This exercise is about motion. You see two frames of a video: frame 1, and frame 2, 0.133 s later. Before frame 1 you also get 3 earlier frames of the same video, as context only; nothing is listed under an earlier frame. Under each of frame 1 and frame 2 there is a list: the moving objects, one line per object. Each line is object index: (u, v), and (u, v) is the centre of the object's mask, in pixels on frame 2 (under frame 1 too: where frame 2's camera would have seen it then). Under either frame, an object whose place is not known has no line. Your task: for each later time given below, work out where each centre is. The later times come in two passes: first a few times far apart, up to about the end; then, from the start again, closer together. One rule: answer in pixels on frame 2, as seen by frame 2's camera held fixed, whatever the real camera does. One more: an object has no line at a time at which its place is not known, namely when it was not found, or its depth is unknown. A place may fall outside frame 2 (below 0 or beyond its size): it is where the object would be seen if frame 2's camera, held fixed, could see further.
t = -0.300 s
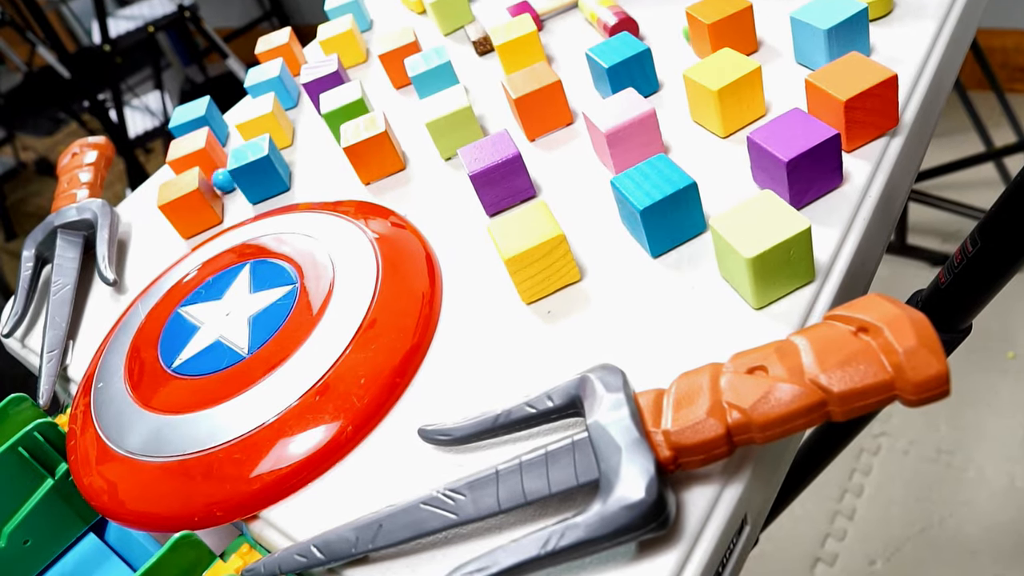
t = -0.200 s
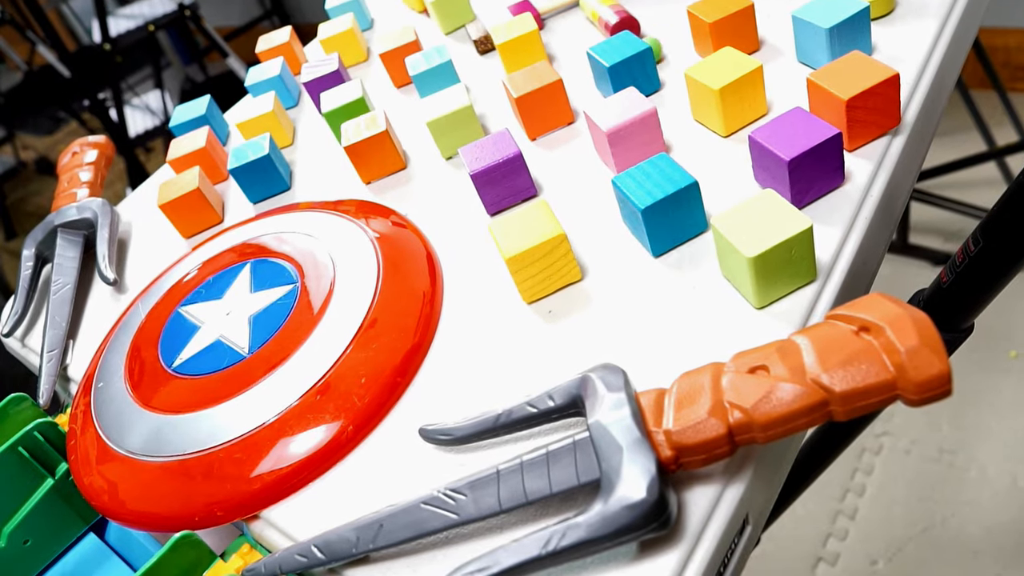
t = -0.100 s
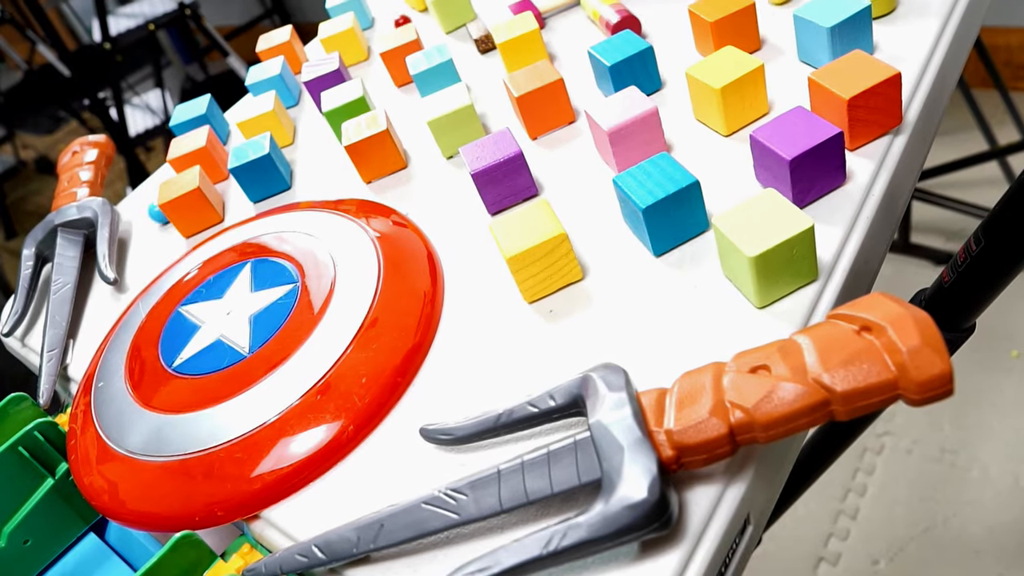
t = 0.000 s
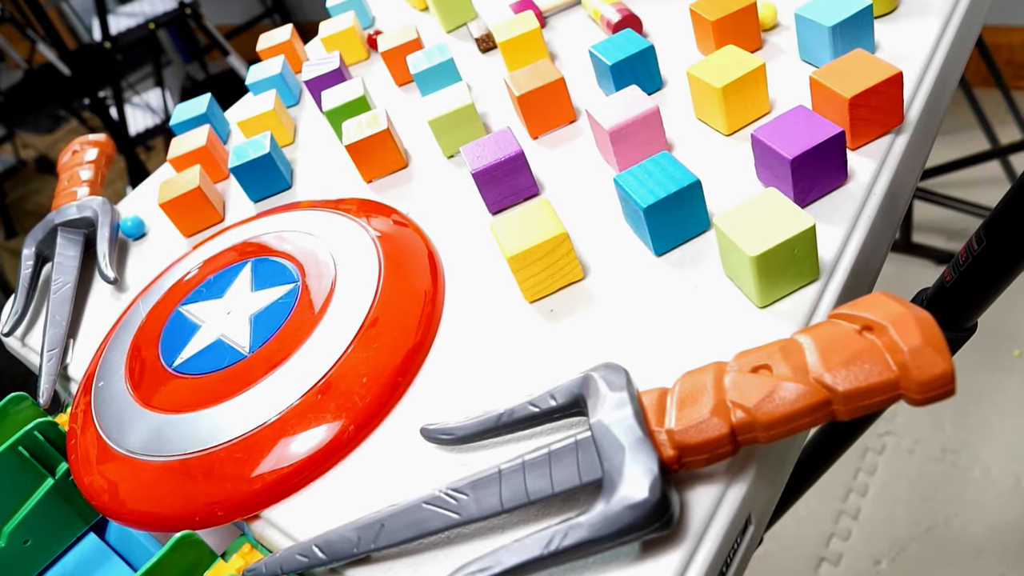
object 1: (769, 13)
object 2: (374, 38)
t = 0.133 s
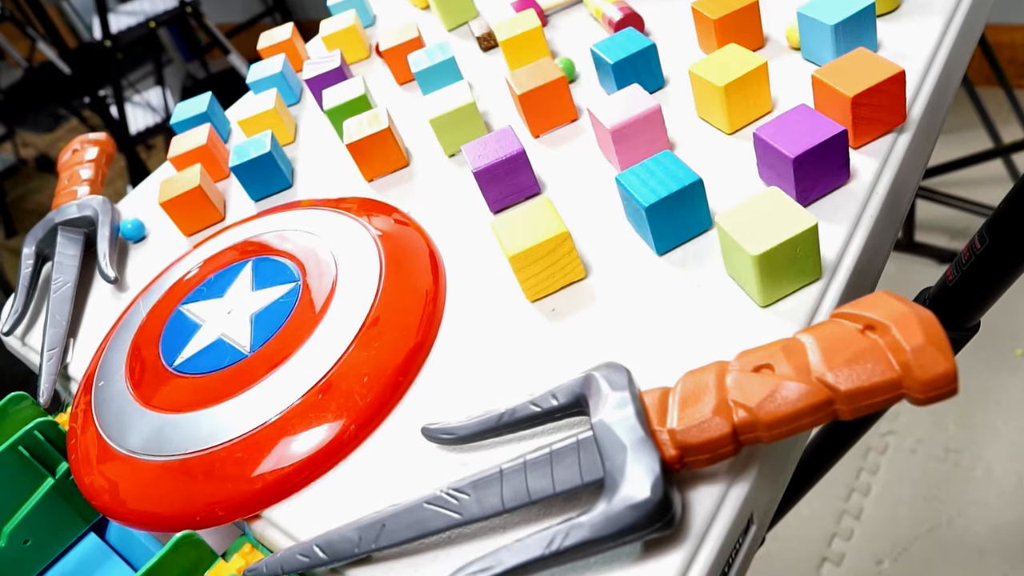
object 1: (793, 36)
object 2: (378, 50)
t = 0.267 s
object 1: (783, 43)
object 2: (374, 67)
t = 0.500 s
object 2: (371, 88)
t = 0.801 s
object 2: (324, 117)
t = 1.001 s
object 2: (290, 139)
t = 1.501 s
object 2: (134, 225)
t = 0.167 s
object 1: (792, 36)
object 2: (379, 54)
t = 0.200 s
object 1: (789, 37)
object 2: (379, 59)
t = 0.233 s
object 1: (787, 40)
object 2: (379, 63)
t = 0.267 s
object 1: (783, 43)
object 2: (374, 67)
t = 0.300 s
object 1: (781, 45)
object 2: (370, 69)
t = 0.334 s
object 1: (775, 49)
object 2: (365, 73)
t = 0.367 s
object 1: (771, 53)
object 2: (367, 75)
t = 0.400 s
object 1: (767, 57)
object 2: (369, 79)
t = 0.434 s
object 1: (768, 65)
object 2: (370, 82)
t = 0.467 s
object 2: (370, 83)
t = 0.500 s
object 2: (371, 88)
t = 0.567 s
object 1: (769, 75)
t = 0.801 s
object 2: (324, 117)
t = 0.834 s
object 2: (321, 119)
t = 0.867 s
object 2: (318, 121)
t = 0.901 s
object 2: (314, 123)
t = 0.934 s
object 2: (307, 128)
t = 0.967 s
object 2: (299, 133)
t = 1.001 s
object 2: (290, 139)
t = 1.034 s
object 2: (285, 143)
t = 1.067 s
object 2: (283, 145)
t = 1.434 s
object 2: (156, 210)
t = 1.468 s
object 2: (148, 216)
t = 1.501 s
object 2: (134, 225)
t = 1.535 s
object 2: (128, 229)
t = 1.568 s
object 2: (130, 230)
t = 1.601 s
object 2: (130, 231)
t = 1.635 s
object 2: (128, 234)
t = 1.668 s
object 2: (128, 236)
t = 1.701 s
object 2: (126, 239)
